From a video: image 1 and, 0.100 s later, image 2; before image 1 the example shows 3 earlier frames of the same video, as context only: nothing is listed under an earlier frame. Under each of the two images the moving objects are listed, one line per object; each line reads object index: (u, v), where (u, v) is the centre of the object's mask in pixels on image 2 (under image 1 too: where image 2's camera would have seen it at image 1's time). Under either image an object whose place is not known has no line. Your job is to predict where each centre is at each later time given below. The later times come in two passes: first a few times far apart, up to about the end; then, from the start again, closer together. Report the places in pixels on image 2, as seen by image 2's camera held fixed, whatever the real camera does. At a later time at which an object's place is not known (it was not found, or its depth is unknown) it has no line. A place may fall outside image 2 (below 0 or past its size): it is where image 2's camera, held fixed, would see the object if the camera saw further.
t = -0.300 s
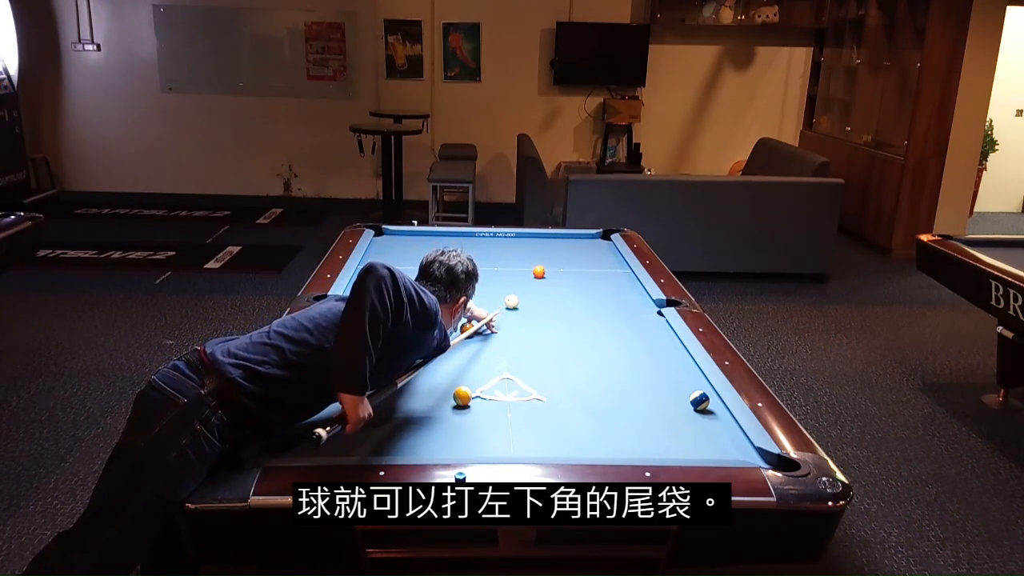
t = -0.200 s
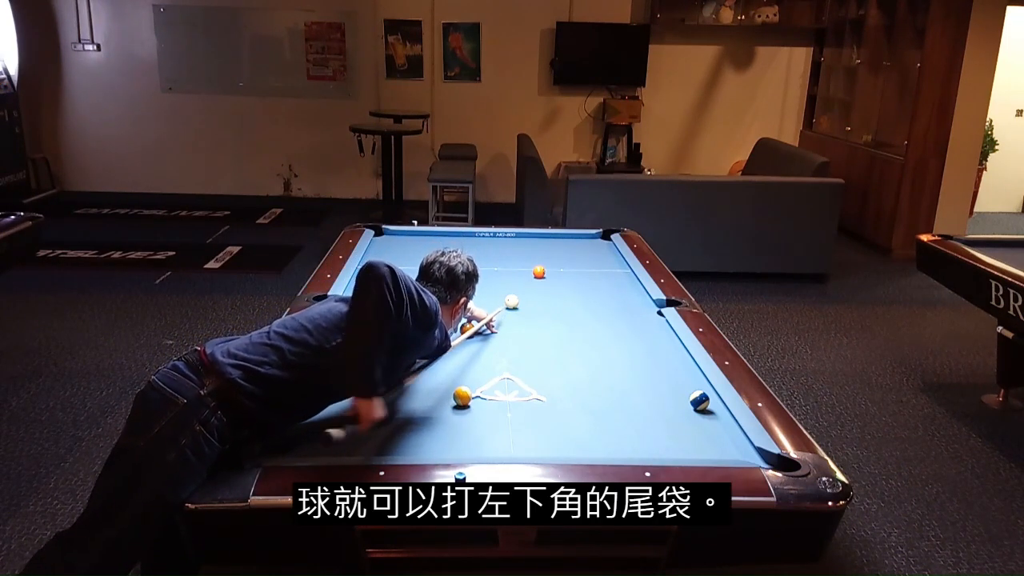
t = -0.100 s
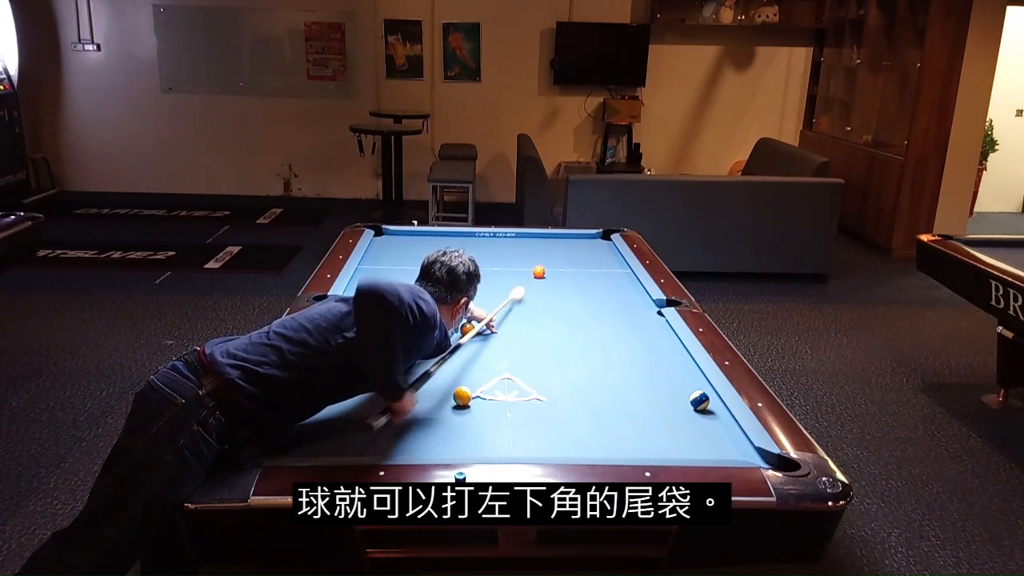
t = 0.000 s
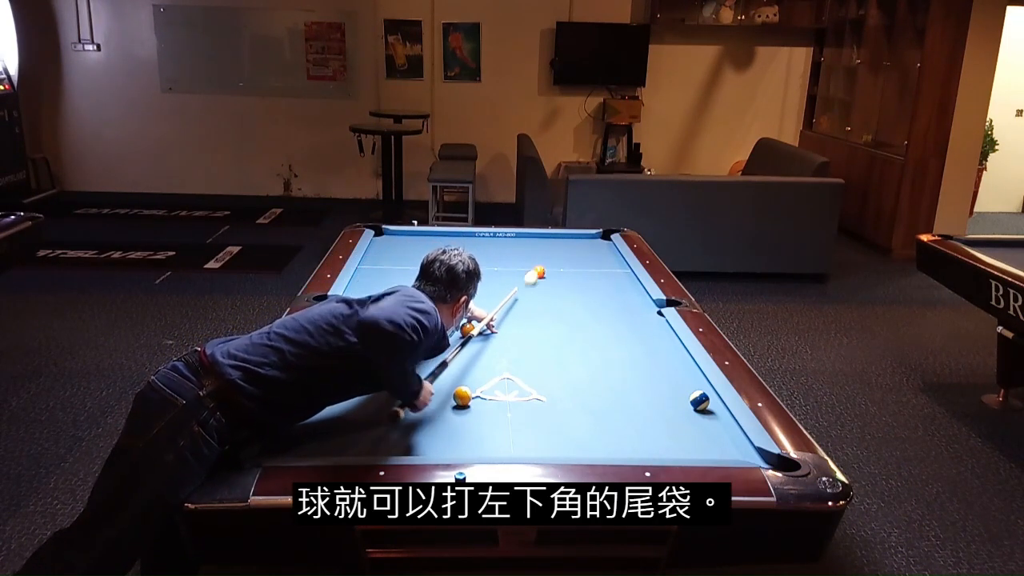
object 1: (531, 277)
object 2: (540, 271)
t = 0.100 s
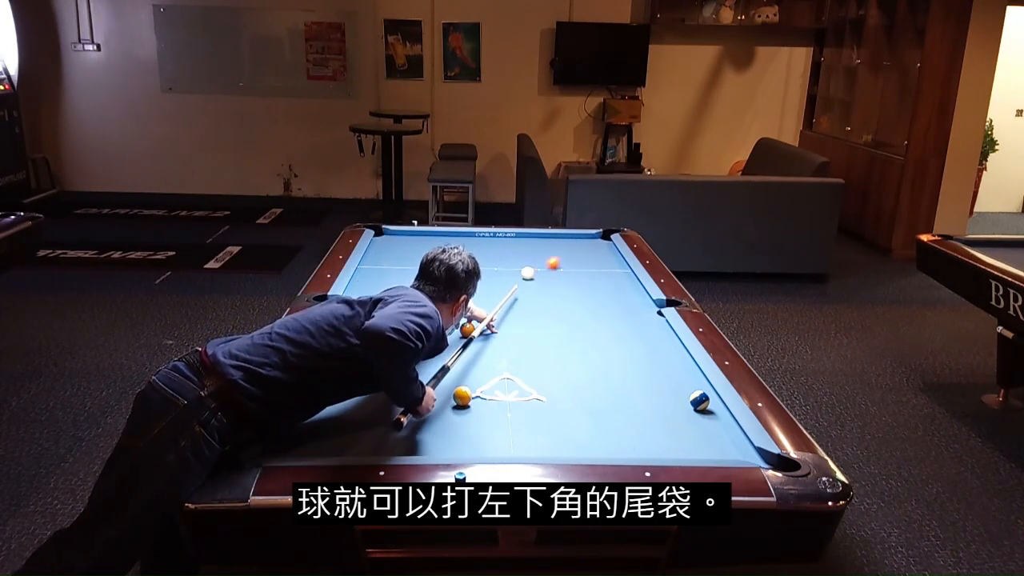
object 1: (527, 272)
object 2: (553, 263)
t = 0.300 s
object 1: (517, 266)
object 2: (582, 245)
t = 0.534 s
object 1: (510, 256)
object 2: (607, 235)
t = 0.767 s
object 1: (505, 247)
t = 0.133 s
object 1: (525, 271)
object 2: (558, 259)
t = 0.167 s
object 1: (523, 271)
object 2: (564, 256)
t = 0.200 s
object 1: (521, 270)
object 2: (569, 253)
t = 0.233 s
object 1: (519, 268)
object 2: (573, 250)
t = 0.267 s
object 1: (518, 267)
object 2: (578, 247)
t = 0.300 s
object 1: (517, 266)
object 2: (582, 245)
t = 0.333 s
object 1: (516, 264)
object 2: (586, 242)
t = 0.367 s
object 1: (515, 263)
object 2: (589, 240)
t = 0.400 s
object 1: (514, 261)
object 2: (593, 238)
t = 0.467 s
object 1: (512, 258)
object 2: (602, 235)
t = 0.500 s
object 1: (511, 257)
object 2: (607, 235)
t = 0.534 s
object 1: (510, 256)
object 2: (607, 235)
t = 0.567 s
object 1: (509, 254)
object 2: (607, 236)
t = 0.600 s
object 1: (509, 253)
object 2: (606, 238)
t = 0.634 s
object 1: (508, 252)
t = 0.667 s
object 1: (507, 251)
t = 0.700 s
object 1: (506, 249)
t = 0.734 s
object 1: (505, 248)
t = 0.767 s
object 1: (505, 247)
